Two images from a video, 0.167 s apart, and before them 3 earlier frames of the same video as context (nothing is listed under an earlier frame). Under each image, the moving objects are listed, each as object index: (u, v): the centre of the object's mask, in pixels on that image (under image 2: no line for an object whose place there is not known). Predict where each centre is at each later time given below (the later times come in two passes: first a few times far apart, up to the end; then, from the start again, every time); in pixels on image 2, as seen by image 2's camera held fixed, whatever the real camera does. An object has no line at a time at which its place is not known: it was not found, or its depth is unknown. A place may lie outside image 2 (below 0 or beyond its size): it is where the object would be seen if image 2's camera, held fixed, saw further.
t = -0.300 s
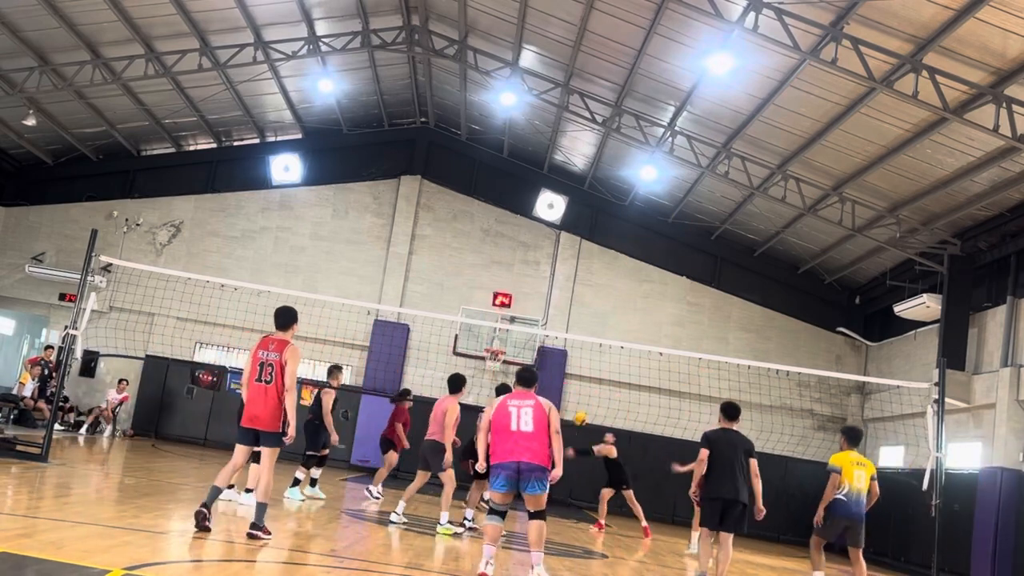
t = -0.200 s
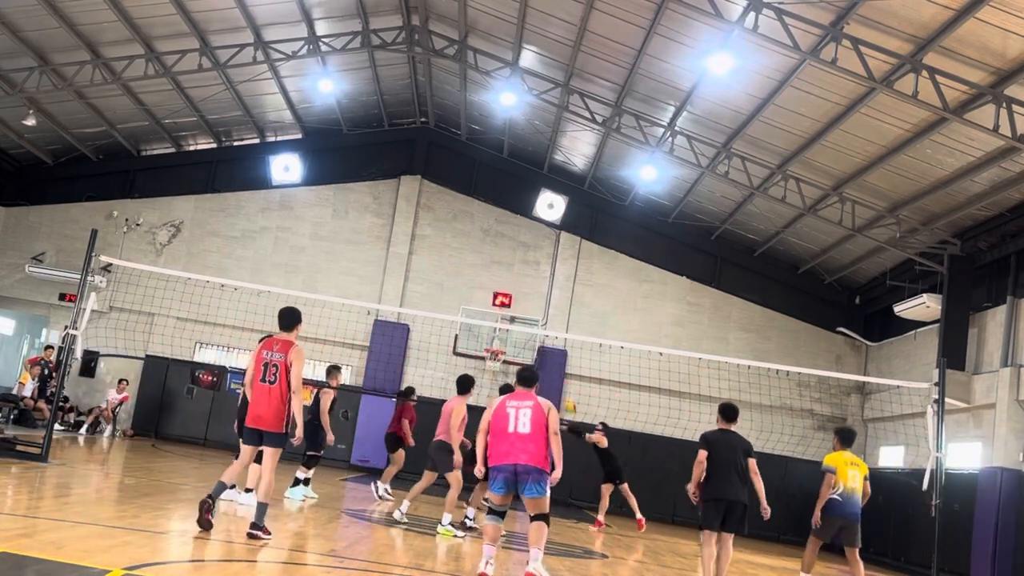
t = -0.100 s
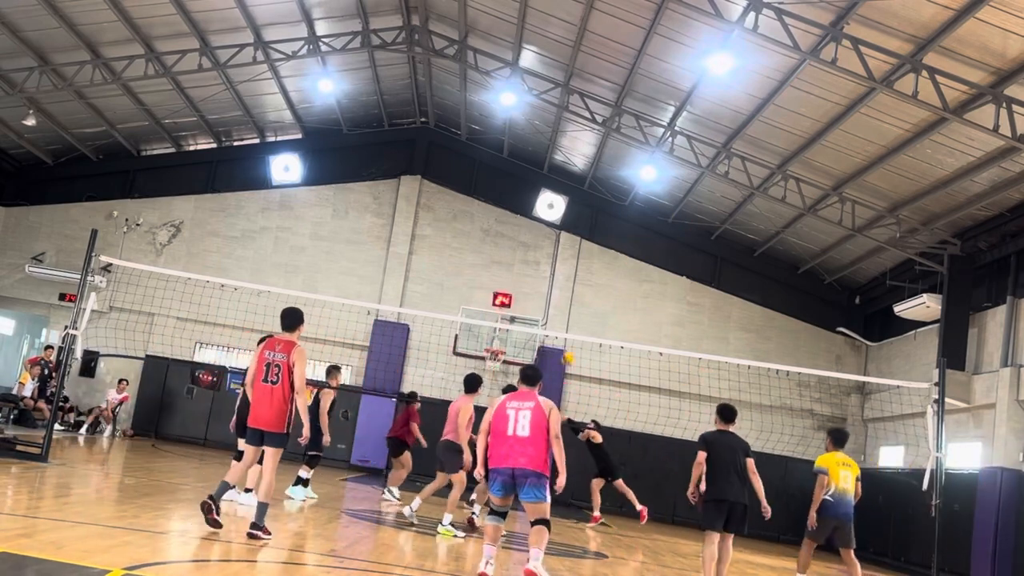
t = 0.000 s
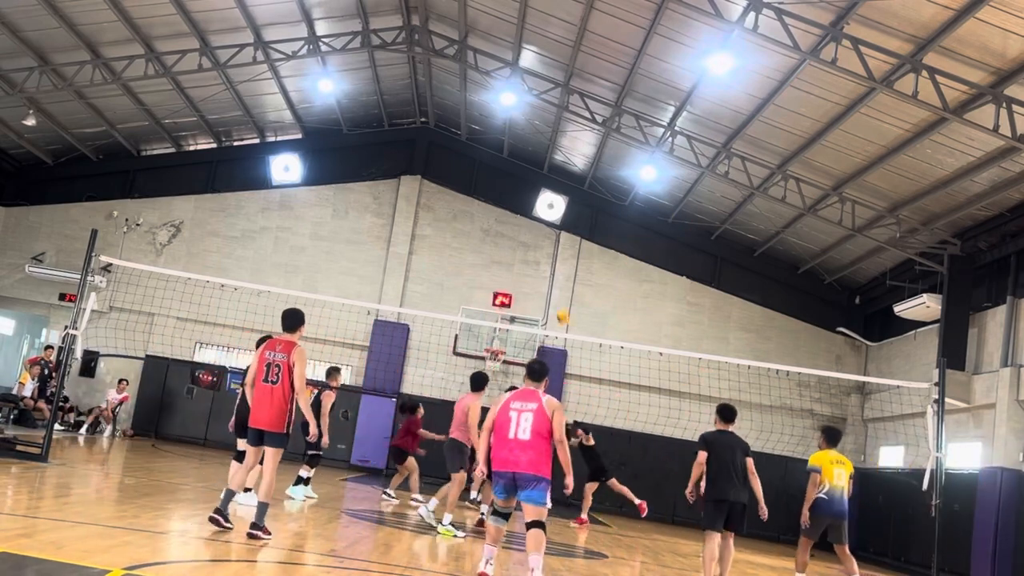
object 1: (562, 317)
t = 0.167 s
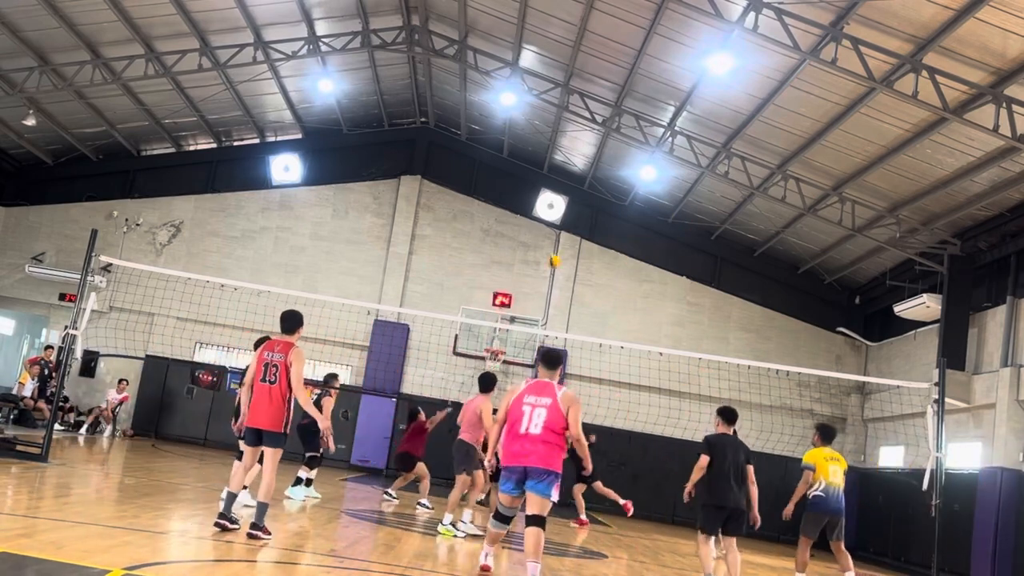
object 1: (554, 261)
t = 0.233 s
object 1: (549, 242)
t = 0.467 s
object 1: (530, 202)
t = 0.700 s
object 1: (508, 193)
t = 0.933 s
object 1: (480, 217)
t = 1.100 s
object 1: (456, 256)
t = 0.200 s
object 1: (552, 251)
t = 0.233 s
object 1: (549, 242)
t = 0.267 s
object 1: (547, 235)
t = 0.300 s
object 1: (544, 228)
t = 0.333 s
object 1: (543, 222)
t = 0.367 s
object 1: (539, 216)
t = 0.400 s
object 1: (536, 211)
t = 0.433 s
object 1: (532, 205)
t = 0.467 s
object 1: (530, 202)
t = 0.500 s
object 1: (528, 199)
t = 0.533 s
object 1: (525, 196)
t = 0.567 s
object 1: (522, 194)
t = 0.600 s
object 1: (519, 193)
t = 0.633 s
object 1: (515, 193)
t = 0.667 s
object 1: (512, 193)
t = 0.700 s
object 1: (508, 193)
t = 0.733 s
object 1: (504, 195)
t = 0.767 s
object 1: (500, 197)
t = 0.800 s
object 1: (497, 200)
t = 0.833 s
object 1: (493, 203)
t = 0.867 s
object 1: (489, 206)
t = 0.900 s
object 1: (485, 210)
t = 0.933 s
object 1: (480, 217)
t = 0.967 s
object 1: (475, 223)
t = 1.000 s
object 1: (470, 231)
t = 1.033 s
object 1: (466, 238)
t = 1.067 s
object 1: (461, 247)
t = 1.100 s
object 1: (456, 256)
